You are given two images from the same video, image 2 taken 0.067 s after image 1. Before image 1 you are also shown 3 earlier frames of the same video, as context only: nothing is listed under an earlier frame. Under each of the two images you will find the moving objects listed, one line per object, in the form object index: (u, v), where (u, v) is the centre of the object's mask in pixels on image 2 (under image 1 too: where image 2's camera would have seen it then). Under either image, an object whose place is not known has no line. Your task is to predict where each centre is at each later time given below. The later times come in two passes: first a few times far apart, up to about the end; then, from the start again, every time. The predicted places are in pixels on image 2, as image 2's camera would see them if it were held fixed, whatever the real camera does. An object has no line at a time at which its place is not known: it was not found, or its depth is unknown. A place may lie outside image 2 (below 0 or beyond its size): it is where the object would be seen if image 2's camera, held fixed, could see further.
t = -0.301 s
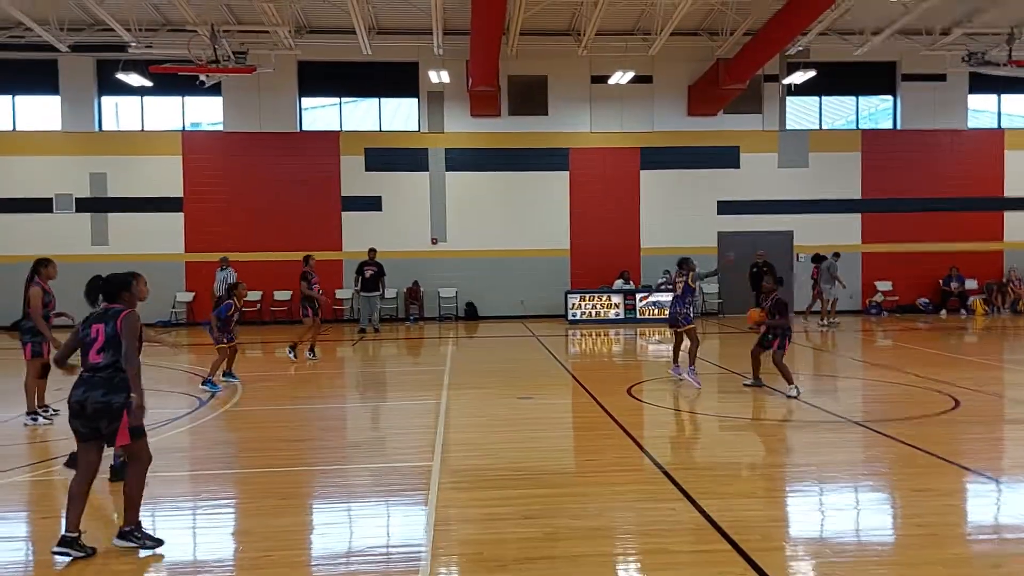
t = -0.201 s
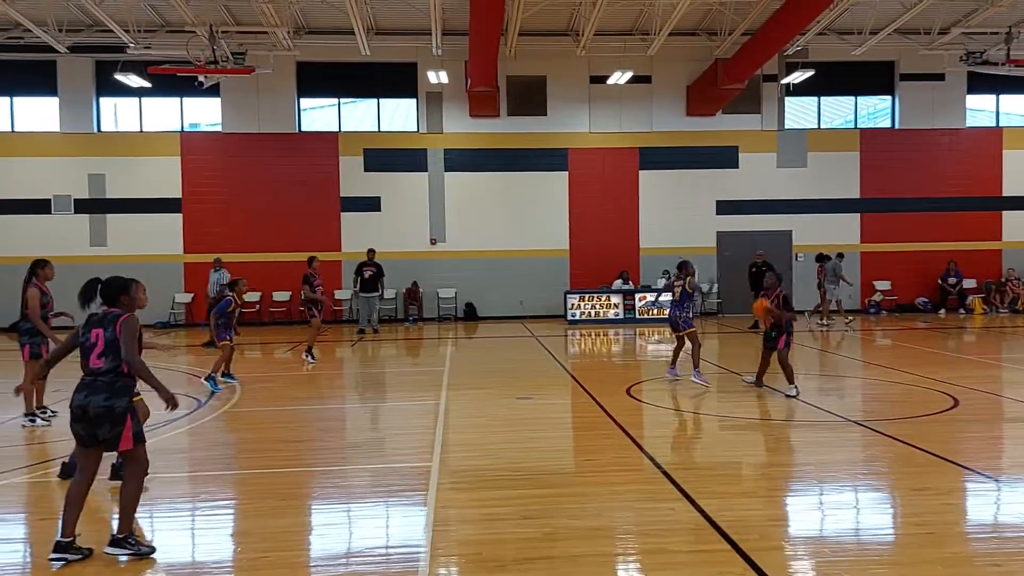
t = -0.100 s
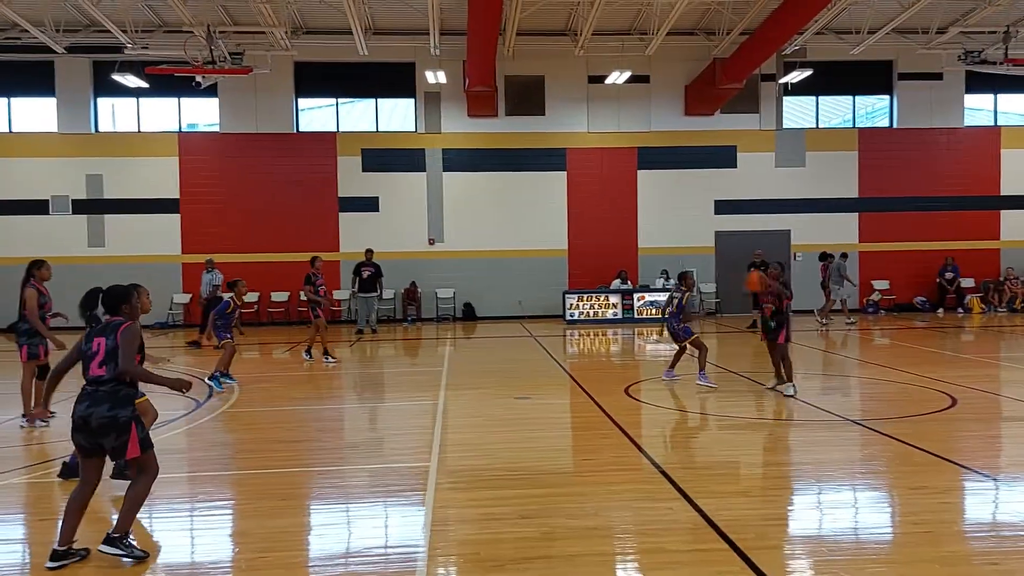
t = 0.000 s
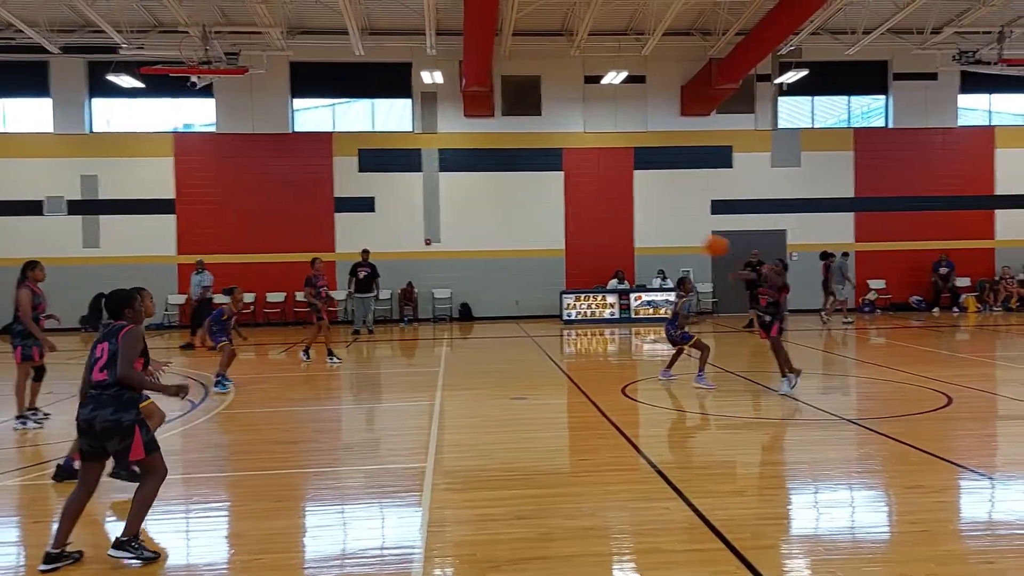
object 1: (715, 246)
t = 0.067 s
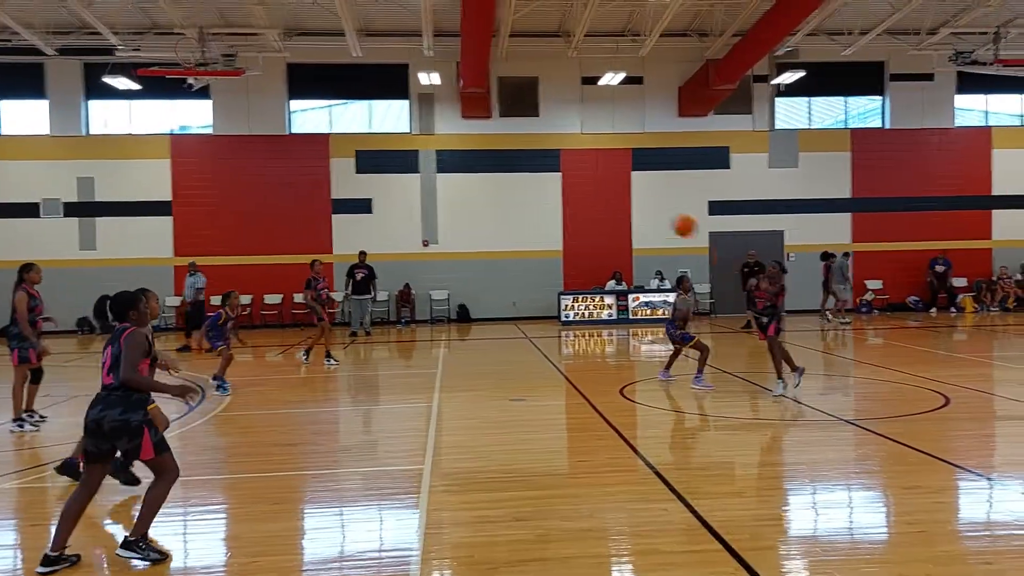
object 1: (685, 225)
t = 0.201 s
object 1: (621, 191)
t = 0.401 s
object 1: (511, 168)
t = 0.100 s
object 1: (669, 216)
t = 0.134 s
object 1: (653, 208)
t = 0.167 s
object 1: (638, 200)
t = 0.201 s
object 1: (621, 191)
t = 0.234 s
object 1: (604, 184)
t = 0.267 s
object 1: (587, 179)
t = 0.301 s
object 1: (567, 175)
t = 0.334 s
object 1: (549, 172)
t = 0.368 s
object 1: (530, 170)
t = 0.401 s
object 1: (511, 168)
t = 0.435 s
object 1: (491, 167)
